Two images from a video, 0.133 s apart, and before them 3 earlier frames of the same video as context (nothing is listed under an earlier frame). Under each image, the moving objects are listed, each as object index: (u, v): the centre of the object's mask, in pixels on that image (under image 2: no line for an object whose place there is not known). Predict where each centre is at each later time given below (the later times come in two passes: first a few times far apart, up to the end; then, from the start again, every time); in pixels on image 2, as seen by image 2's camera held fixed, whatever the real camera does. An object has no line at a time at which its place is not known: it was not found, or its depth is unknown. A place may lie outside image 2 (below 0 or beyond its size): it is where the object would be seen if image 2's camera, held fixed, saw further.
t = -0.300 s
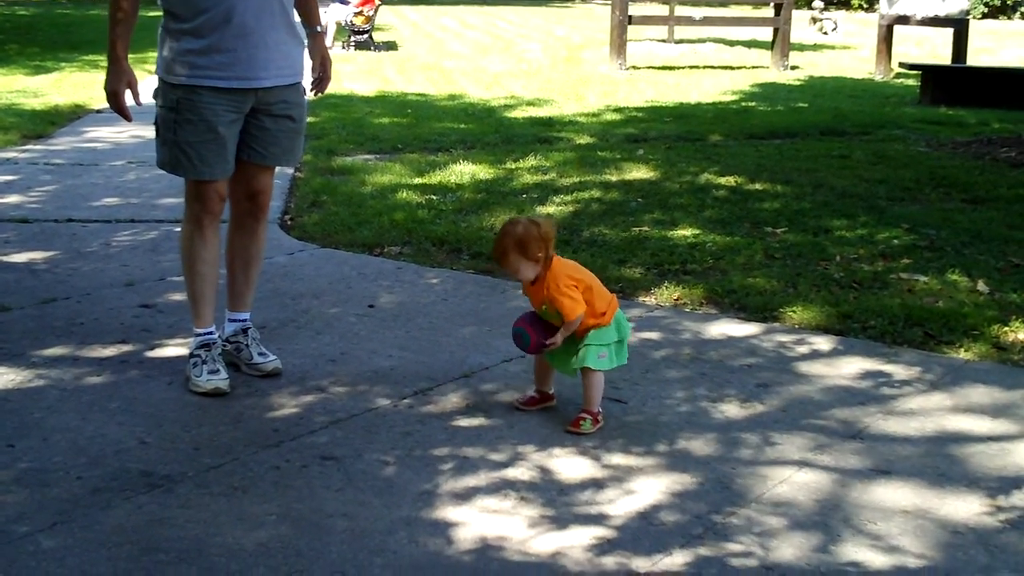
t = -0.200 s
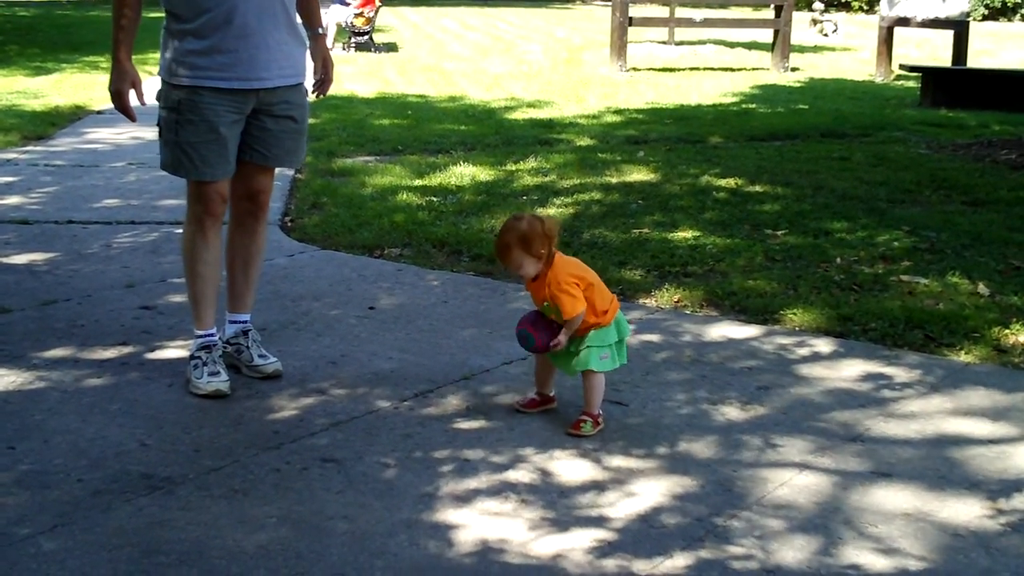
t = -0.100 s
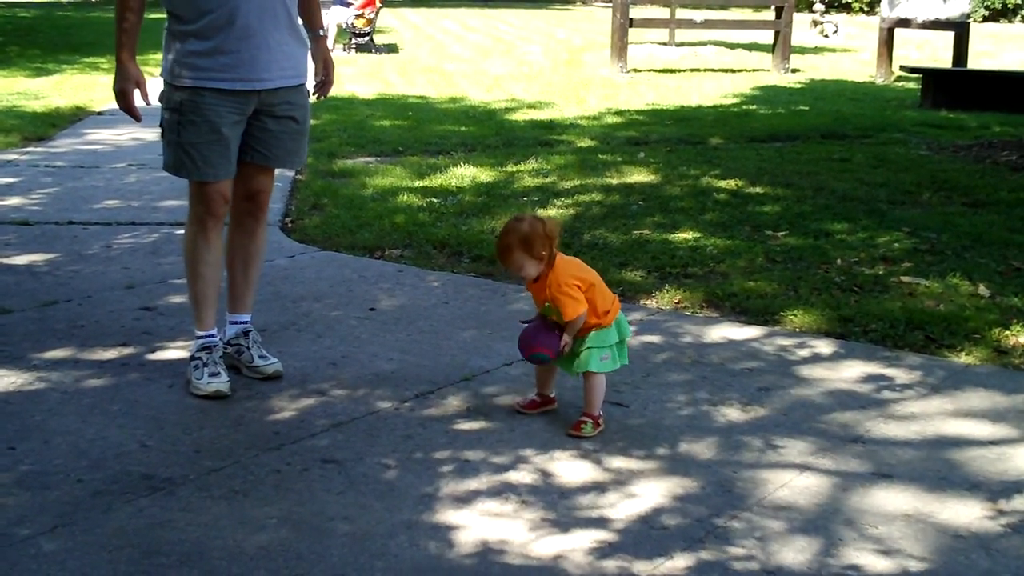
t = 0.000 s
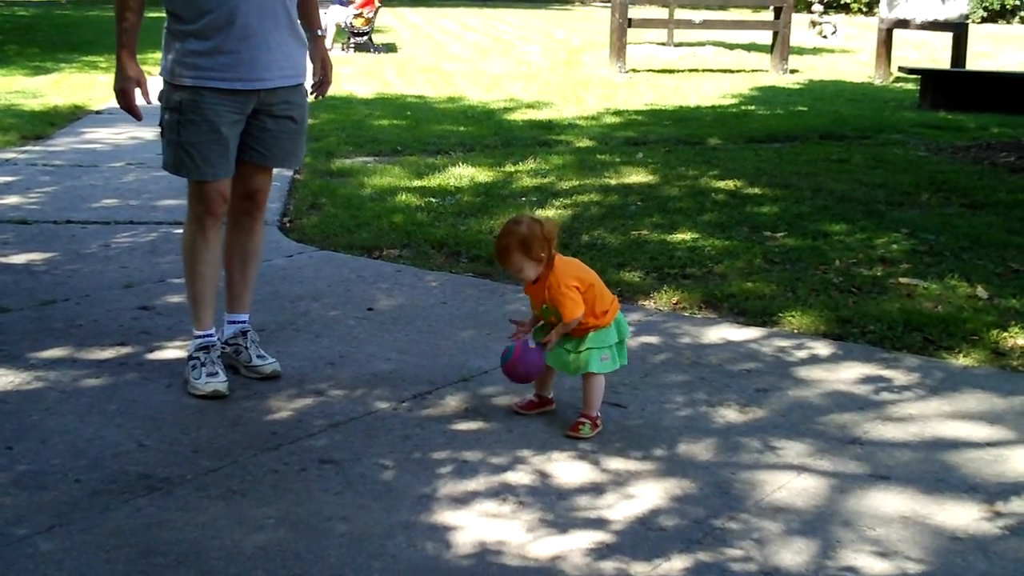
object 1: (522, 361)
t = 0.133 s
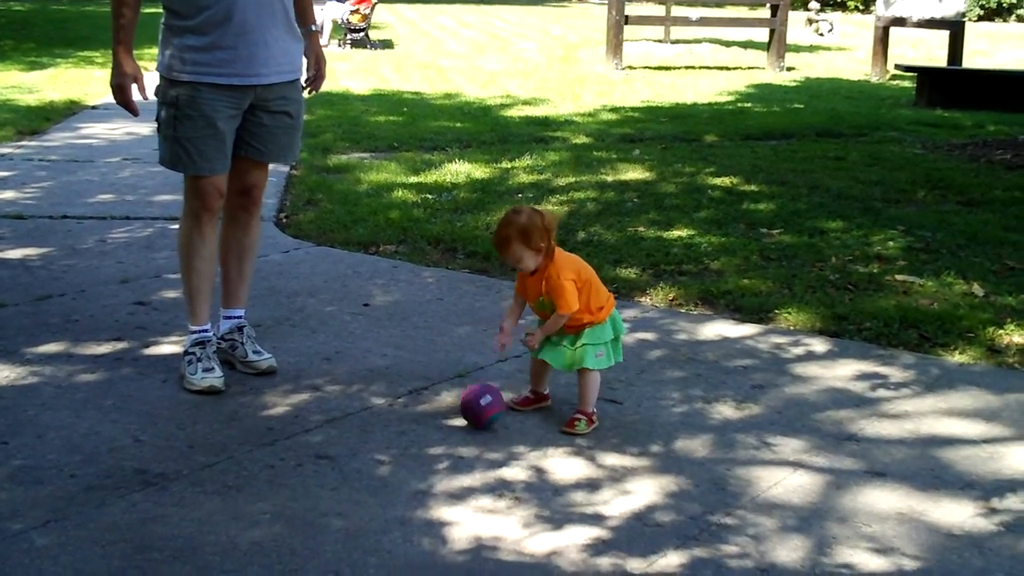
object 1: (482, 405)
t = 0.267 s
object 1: (449, 379)
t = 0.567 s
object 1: (371, 404)
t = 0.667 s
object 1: (343, 429)
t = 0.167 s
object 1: (474, 393)
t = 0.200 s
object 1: (466, 384)
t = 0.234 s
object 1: (458, 380)
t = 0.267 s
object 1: (449, 379)
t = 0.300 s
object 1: (440, 381)
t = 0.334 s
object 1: (431, 389)
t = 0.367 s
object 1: (422, 399)
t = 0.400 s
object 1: (412, 414)
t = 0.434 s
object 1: (403, 425)
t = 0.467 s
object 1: (396, 413)
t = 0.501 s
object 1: (387, 406)
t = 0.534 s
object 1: (379, 404)
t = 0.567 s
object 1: (371, 404)
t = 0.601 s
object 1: (362, 409)
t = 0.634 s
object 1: (352, 417)
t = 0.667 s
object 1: (343, 429)
